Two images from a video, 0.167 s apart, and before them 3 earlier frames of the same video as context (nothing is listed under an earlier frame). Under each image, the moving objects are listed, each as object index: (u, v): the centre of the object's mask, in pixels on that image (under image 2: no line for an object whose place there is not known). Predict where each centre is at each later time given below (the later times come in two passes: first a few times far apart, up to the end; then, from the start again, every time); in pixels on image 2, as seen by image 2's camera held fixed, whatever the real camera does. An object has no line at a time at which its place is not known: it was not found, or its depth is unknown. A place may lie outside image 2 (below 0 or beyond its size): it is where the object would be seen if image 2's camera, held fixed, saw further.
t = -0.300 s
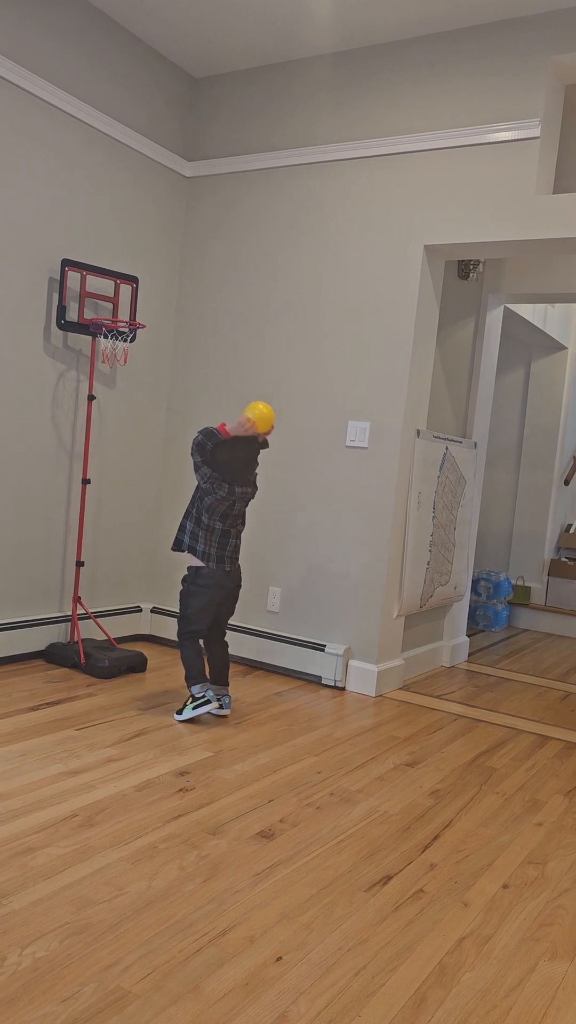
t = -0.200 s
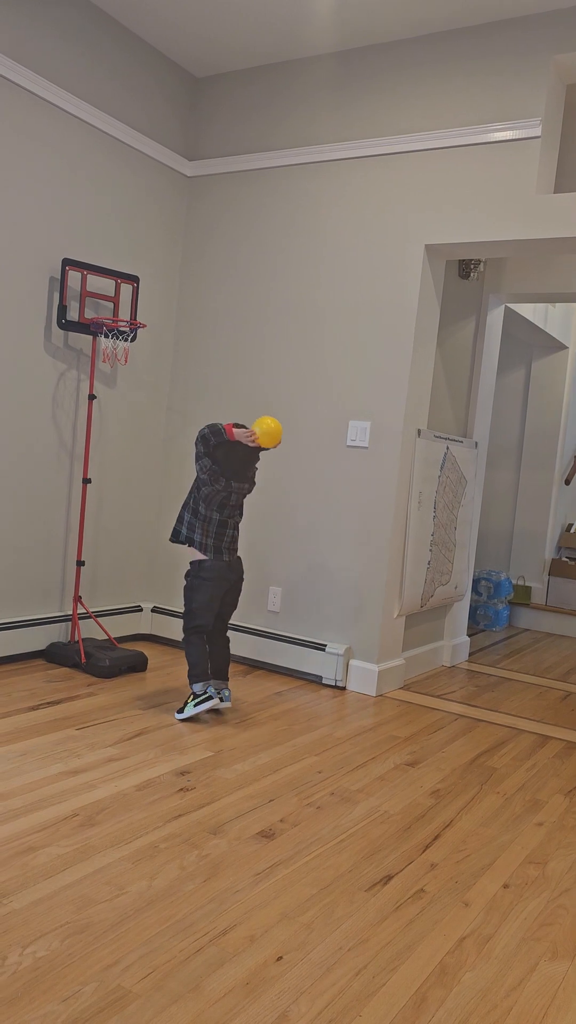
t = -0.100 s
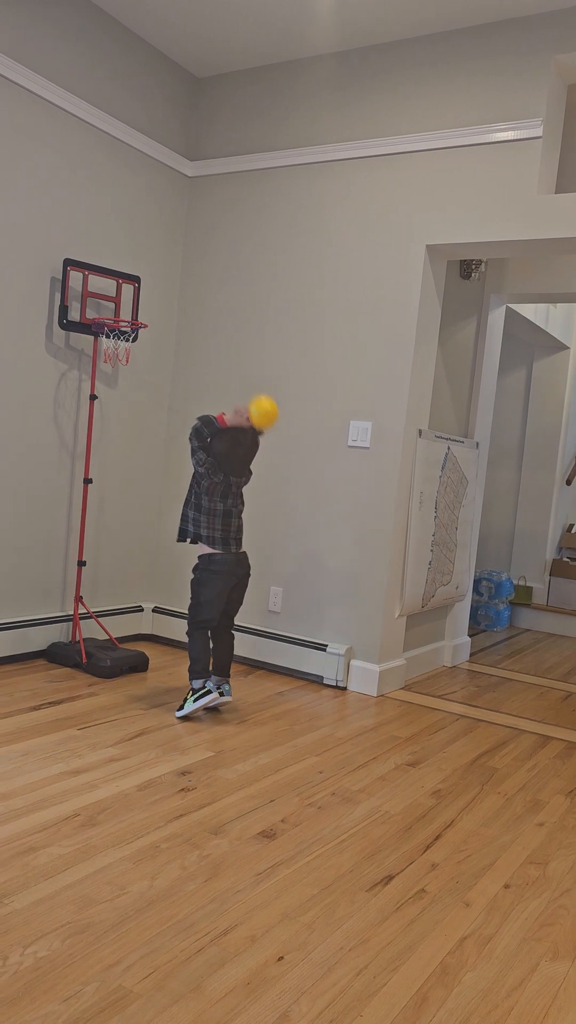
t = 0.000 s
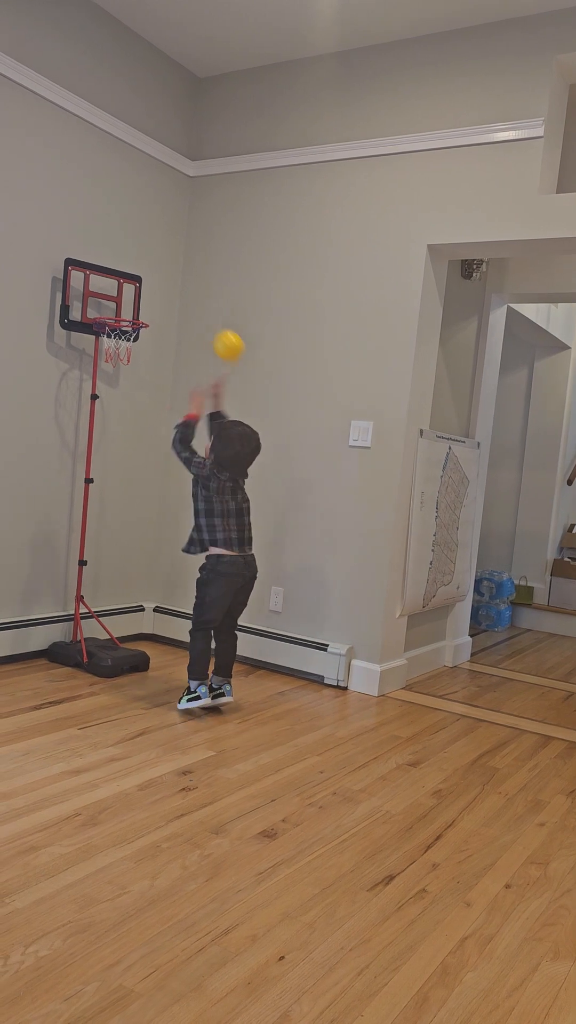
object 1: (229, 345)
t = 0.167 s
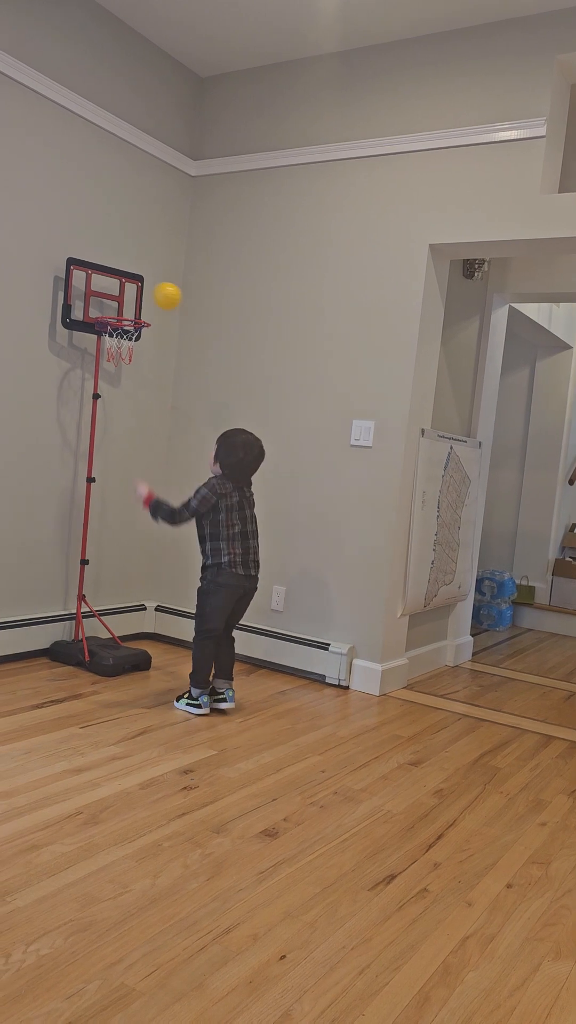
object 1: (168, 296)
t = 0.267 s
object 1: (132, 300)
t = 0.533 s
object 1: (167, 299)
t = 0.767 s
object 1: (226, 383)
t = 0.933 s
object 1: (261, 511)
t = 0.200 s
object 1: (156, 295)
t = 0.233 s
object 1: (144, 296)
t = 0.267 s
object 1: (132, 300)
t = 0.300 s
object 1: (121, 306)
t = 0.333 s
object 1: (111, 313)
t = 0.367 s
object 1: (118, 307)
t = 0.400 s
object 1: (128, 302)
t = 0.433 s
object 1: (138, 298)
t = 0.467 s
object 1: (148, 296)
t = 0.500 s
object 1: (157, 296)
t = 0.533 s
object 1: (167, 299)
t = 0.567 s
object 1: (176, 304)
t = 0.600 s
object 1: (185, 312)
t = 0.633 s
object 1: (194, 321)
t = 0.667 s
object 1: (202, 333)
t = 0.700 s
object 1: (211, 347)
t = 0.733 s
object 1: (218, 364)
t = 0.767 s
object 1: (226, 383)
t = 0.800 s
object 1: (234, 404)
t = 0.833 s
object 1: (241, 427)
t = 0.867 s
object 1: (248, 453)
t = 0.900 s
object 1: (255, 481)
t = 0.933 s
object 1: (261, 511)
